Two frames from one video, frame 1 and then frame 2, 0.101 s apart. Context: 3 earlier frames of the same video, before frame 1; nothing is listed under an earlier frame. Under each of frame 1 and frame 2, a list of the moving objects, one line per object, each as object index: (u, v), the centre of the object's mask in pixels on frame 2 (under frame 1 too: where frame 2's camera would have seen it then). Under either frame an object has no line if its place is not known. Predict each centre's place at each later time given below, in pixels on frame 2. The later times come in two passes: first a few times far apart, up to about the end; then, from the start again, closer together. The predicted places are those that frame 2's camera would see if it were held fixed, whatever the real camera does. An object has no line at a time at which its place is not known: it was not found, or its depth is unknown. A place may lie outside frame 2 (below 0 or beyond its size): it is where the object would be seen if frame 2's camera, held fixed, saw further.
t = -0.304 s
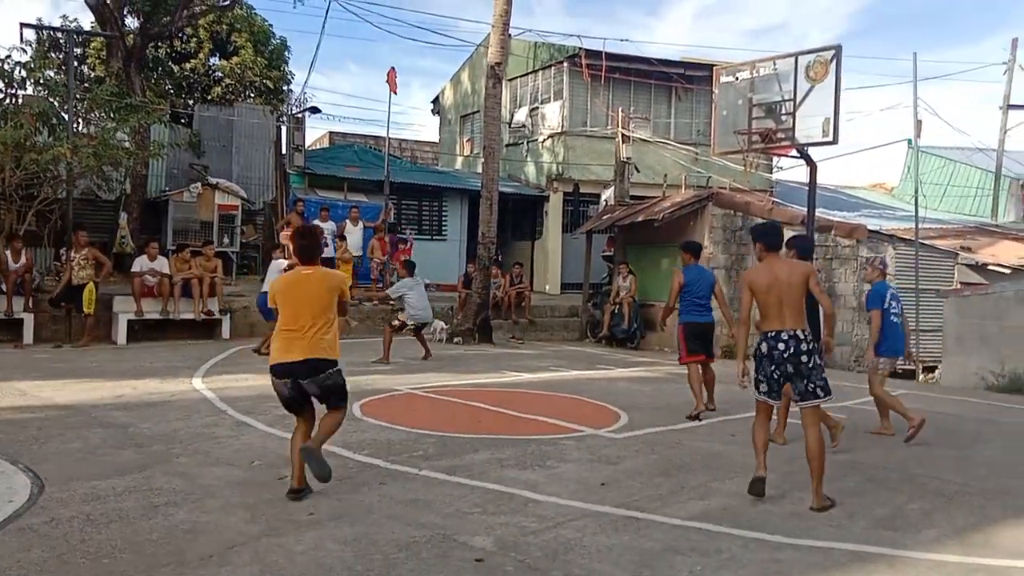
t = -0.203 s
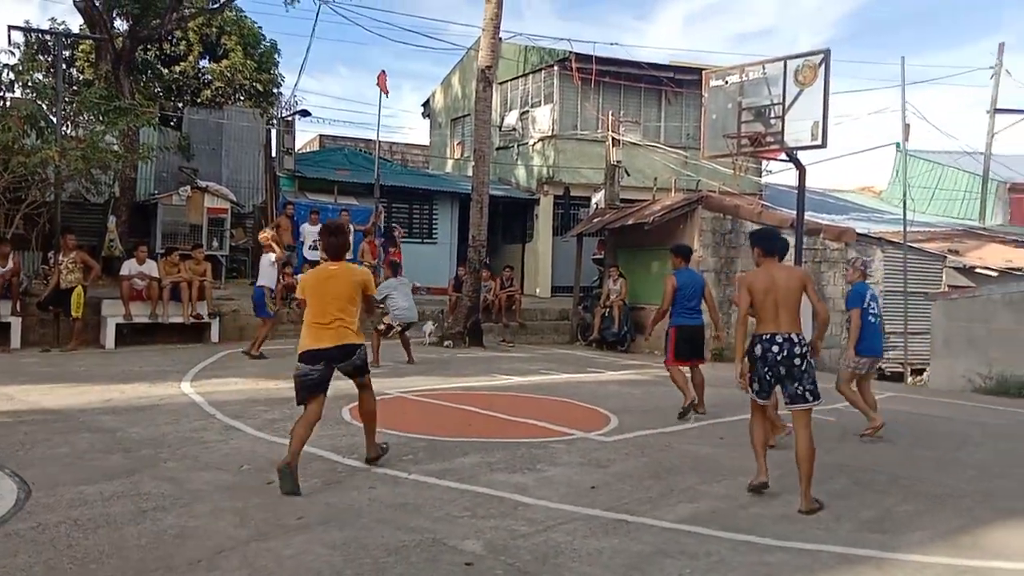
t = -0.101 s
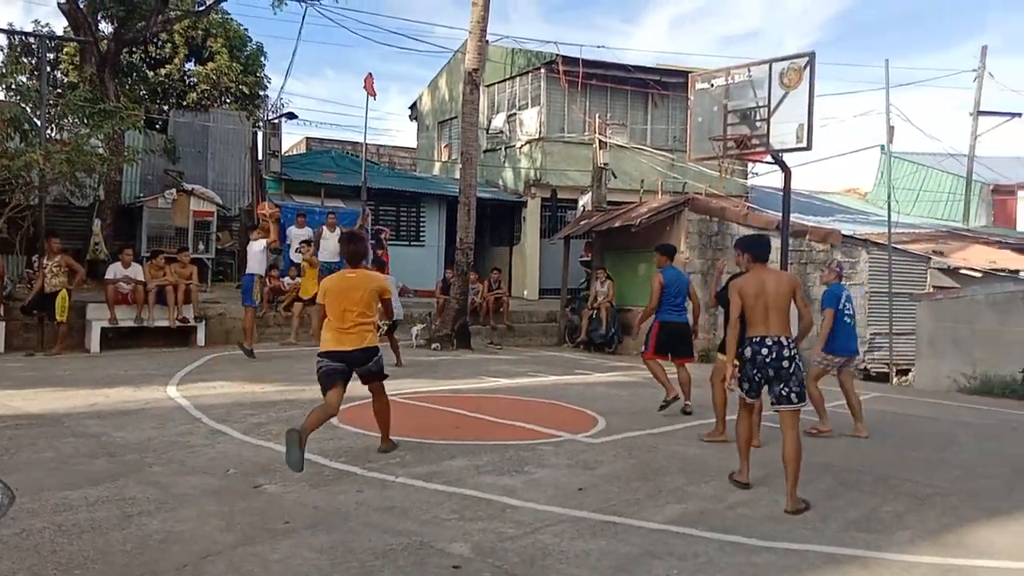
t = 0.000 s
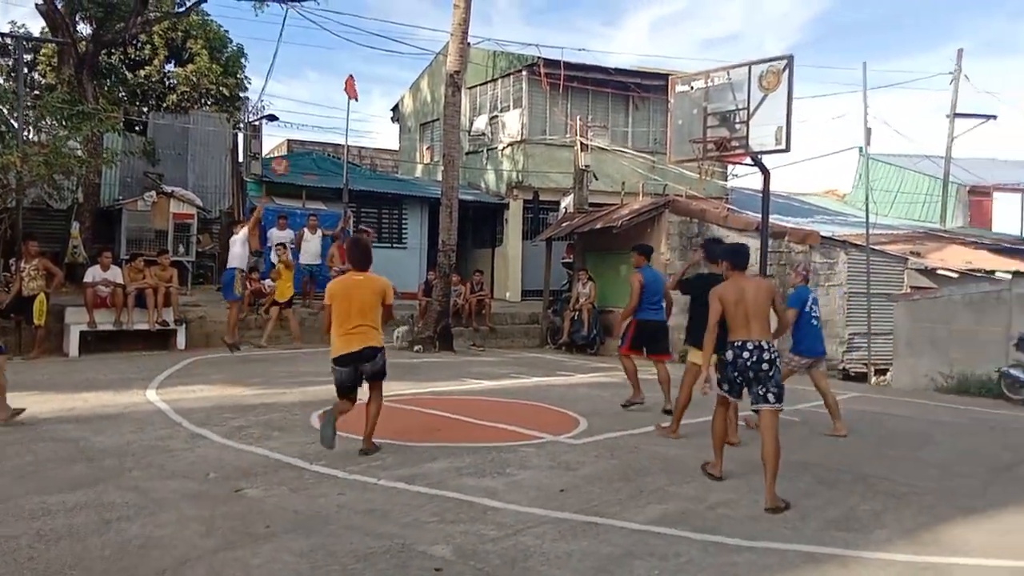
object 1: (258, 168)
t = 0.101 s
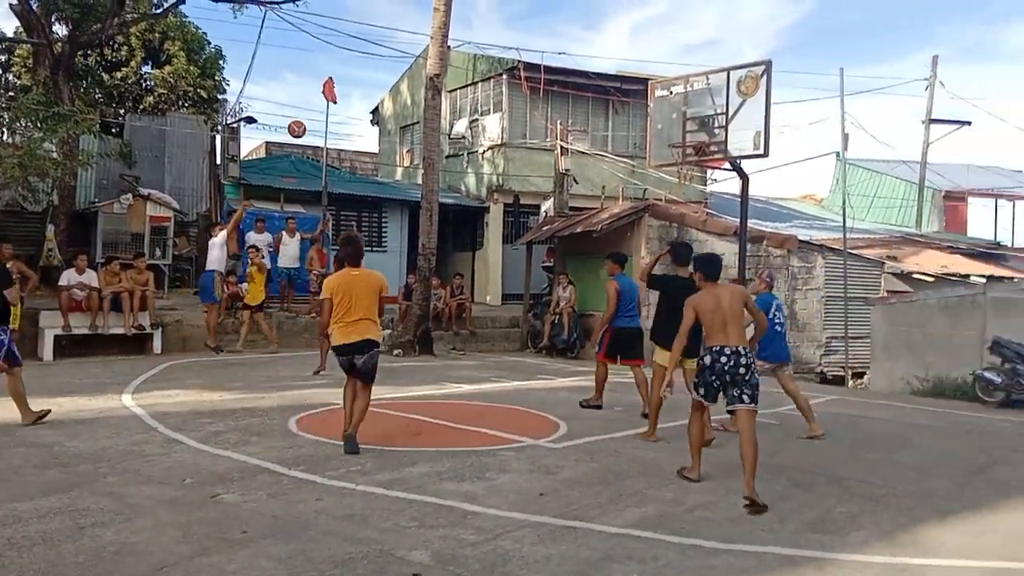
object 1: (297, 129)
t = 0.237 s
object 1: (348, 85)
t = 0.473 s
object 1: (437, 39)
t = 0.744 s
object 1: (540, 38)
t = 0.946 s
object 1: (615, 71)
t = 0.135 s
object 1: (309, 117)
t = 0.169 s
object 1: (321, 107)
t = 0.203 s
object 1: (338, 96)
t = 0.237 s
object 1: (348, 85)
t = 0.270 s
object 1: (361, 76)
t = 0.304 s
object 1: (374, 68)
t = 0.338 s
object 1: (387, 61)
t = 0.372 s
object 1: (400, 54)
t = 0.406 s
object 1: (413, 48)
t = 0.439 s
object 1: (425, 43)
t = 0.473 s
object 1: (437, 39)
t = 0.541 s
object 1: (463, 34)
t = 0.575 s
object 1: (476, 32)
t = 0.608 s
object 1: (489, 31)
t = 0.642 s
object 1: (501, 32)
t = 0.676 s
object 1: (514, 33)
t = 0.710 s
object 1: (527, 35)
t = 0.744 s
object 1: (540, 38)
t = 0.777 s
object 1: (552, 41)
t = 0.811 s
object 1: (565, 46)
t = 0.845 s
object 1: (578, 51)
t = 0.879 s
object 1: (591, 57)
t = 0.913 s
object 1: (603, 64)
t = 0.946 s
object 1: (615, 71)
